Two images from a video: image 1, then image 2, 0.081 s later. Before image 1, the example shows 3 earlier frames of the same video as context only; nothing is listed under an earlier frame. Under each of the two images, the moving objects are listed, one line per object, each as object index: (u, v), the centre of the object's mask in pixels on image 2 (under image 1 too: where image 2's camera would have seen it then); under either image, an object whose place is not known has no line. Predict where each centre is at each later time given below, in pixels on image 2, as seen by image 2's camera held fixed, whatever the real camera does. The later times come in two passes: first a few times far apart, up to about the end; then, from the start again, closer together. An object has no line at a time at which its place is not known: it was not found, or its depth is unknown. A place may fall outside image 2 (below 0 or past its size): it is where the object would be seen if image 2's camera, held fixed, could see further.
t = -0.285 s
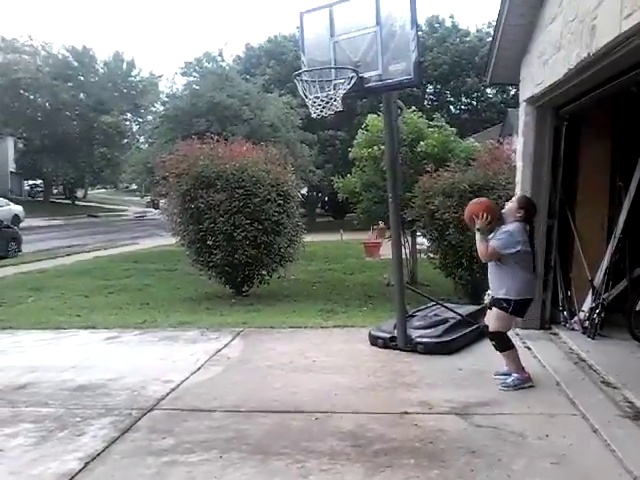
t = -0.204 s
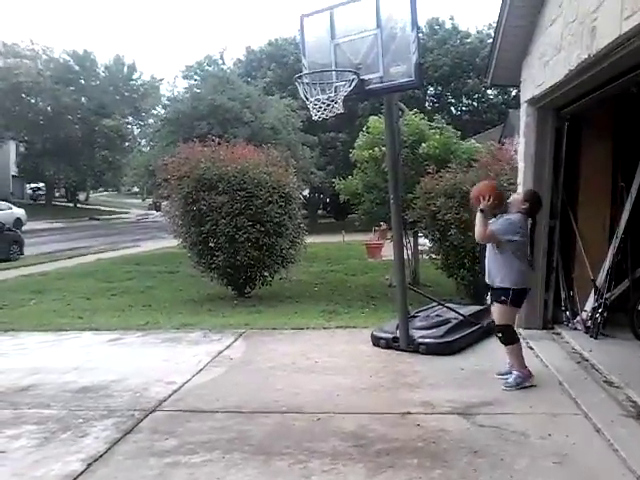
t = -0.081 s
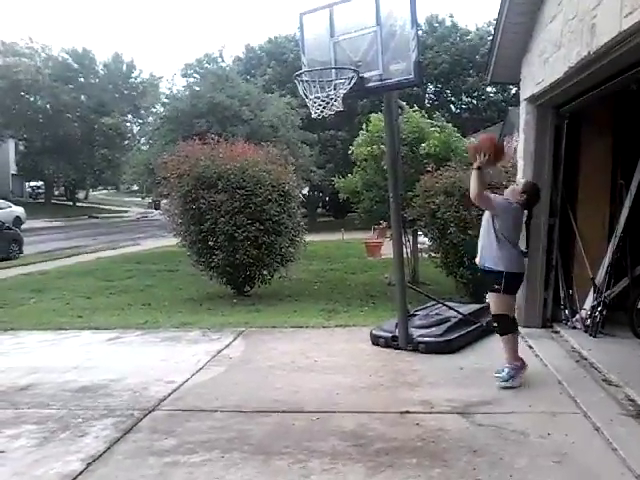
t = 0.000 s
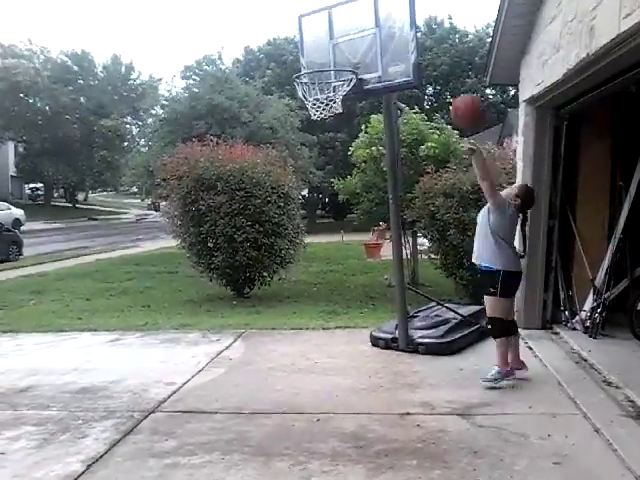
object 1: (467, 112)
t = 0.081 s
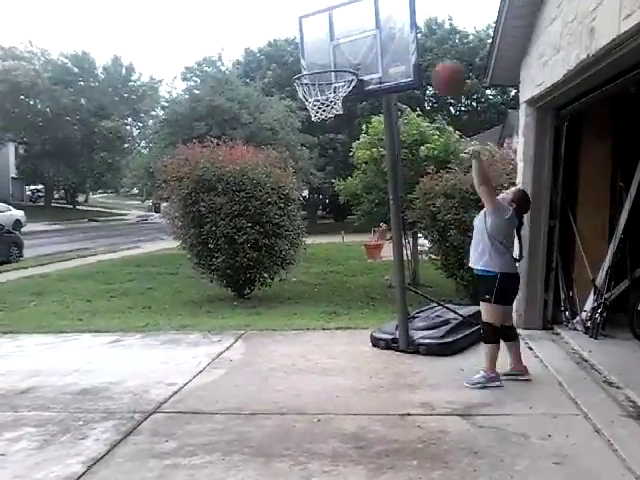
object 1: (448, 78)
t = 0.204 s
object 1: (418, 44)
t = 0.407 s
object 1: (366, 32)
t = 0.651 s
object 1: (316, 58)
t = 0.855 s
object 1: (293, 61)
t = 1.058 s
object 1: (275, 81)
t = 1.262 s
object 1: (259, 153)
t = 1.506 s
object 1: (241, 297)
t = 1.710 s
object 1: (225, 271)
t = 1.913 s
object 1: (209, 196)
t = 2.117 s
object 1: (196, 167)
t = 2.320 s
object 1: (180, 179)
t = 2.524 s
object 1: (168, 230)
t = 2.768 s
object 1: (155, 310)
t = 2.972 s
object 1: (142, 244)
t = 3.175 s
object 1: (129, 214)
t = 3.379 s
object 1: (117, 220)
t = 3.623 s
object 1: (104, 269)
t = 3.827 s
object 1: (94, 301)
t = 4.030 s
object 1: (87, 282)
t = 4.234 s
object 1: (80, 289)
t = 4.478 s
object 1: (71, 294)
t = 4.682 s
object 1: (66, 299)
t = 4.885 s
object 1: (60, 295)
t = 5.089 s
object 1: (57, 291)
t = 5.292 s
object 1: (54, 287)
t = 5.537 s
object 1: (51, 284)
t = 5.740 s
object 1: (48, 282)
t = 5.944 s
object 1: (46, 281)
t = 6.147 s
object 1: (45, 280)
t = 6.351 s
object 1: (43, 279)
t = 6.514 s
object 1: (43, 279)
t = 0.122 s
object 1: (439, 65)
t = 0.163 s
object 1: (428, 53)
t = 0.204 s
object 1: (418, 44)
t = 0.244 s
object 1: (409, 36)
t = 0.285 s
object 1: (399, 31)
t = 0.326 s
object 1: (388, 31)
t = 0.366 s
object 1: (377, 30)
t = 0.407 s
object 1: (366, 32)
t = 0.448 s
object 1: (356, 37)
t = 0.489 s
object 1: (346, 43)
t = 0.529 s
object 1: (335, 53)
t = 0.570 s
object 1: (328, 55)
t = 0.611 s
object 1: (321, 57)
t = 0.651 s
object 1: (316, 58)
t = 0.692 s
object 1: (311, 59)
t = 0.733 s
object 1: (304, 59)
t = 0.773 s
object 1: (301, 60)
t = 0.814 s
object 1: (298, 60)
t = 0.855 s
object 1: (293, 61)
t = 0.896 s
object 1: (290, 62)
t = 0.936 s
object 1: (286, 63)
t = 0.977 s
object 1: (283, 69)
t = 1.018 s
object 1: (280, 73)
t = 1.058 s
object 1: (275, 81)
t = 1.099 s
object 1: (272, 94)
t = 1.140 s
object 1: (269, 105)
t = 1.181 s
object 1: (267, 118)
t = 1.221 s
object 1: (261, 134)
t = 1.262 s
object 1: (259, 153)
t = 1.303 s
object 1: (256, 172)
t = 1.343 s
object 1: (252, 194)
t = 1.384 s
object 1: (249, 218)
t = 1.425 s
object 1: (247, 243)
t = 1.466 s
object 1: (243, 270)
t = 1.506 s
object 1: (241, 297)
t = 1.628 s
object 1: (231, 314)
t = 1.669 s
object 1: (228, 291)
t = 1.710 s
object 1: (225, 271)
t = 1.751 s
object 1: (222, 253)
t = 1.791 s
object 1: (218, 236)
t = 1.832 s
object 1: (216, 221)
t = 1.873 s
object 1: (212, 207)
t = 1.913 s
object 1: (209, 196)
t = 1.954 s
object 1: (206, 186)
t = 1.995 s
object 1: (203, 178)
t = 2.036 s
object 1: (201, 174)
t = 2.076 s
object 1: (199, 170)
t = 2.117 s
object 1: (196, 167)
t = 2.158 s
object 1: (192, 164)
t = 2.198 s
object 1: (188, 166)
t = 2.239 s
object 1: (186, 168)
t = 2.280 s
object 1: (183, 171)
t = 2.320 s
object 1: (180, 179)
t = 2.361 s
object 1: (178, 184)
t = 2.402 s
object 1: (176, 194)
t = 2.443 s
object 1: (172, 204)
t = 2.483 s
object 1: (171, 216)
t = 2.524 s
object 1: (168, 230)
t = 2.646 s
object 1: (161, 278)
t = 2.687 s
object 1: (159, 297)
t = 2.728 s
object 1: (157, 317)
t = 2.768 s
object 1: (155, 310)
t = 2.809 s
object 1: (152, 294)
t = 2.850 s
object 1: (149, 279)
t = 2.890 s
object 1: (147, 265)
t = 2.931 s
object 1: (145, 253)
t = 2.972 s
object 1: (142, 244)
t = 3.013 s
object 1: (138, 235)
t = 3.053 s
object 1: (136, 228)
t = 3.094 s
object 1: (135, 221)
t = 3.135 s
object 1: (131, 217)
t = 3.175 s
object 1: (129, 214)
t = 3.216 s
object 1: (126, 212)
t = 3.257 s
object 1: (124, 212)
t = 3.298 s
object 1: (122, 212)
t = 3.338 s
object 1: (119, 215)
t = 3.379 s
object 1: (117, 220)
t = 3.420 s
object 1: (114, 225)
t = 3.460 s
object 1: (113, 231)
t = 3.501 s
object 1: (110, 239)
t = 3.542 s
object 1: (109, 248)
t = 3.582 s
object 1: (106, 257)
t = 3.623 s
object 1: (104, 269)
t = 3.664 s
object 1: (102, 282)
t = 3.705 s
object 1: (100, 294)
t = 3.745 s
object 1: (99, 310)
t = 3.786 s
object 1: (97, 309)
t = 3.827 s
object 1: (94, 301)
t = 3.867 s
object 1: (92, 295)
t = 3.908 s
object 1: (91, 289)
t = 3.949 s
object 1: (90, 285)
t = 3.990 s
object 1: (88, 284)
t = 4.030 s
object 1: (87, 282)
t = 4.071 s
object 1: (85, 281)
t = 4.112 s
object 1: (83, 282)
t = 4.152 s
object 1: (82, 283)
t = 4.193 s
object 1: (81, 286)
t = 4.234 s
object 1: (80, 289)
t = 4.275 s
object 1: (79, 295)
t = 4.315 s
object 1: (77, 301)
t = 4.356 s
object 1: (76, 302)
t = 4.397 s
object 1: (75, 298)
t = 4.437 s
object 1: (72, 296)
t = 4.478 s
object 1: (71, 294)
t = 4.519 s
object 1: (70, 293)
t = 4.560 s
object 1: (70, 294)
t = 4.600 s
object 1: (68, 295)
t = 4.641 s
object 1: (67, 298)
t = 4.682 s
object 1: (66, 299)
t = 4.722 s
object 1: (65, 297)
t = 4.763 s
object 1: (64, 297)
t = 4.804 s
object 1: (62, 296)
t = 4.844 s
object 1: (62, 296)
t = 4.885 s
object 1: (60, 295)
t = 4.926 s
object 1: (60, 294)
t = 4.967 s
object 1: (59, 292)
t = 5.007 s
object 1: (58, 291)
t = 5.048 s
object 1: (57, 291)
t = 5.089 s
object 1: (57, 291)
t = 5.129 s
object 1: (57, 289)
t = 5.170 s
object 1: (56, 289)
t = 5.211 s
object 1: (54, 288)
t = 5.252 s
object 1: (54, 288)
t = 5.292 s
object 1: (54, 287)
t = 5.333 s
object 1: (53, 286)
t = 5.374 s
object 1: (53, 286)
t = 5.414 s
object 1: (52, 286)
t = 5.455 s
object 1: (52, 285)
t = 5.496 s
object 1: (51, 285)
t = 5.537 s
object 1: (51, 284)
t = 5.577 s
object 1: (50, 284)
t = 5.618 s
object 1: (50, 284)
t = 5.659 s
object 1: (49, 283)
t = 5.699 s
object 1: (48, 283)
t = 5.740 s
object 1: (48, 282)
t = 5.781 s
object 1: (48, 282)
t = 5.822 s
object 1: (48, 282)
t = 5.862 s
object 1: (46, 282)
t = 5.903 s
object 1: (46, 281)
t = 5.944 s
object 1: (46, 281)
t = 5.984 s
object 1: (45, 281)
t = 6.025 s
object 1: (45, 280)
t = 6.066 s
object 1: (44, 280)
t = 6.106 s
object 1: (44, 280)
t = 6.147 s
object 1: (45, 280)
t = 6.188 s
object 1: (44, 280)
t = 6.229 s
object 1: (43, 280)
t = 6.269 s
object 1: (43, 279)
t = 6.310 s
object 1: (43, 279)
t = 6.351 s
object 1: (43, 279)
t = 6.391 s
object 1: (43, 279)
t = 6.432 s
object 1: (43, 279)
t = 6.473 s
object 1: (43, 279)
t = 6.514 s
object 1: (43, 279)
